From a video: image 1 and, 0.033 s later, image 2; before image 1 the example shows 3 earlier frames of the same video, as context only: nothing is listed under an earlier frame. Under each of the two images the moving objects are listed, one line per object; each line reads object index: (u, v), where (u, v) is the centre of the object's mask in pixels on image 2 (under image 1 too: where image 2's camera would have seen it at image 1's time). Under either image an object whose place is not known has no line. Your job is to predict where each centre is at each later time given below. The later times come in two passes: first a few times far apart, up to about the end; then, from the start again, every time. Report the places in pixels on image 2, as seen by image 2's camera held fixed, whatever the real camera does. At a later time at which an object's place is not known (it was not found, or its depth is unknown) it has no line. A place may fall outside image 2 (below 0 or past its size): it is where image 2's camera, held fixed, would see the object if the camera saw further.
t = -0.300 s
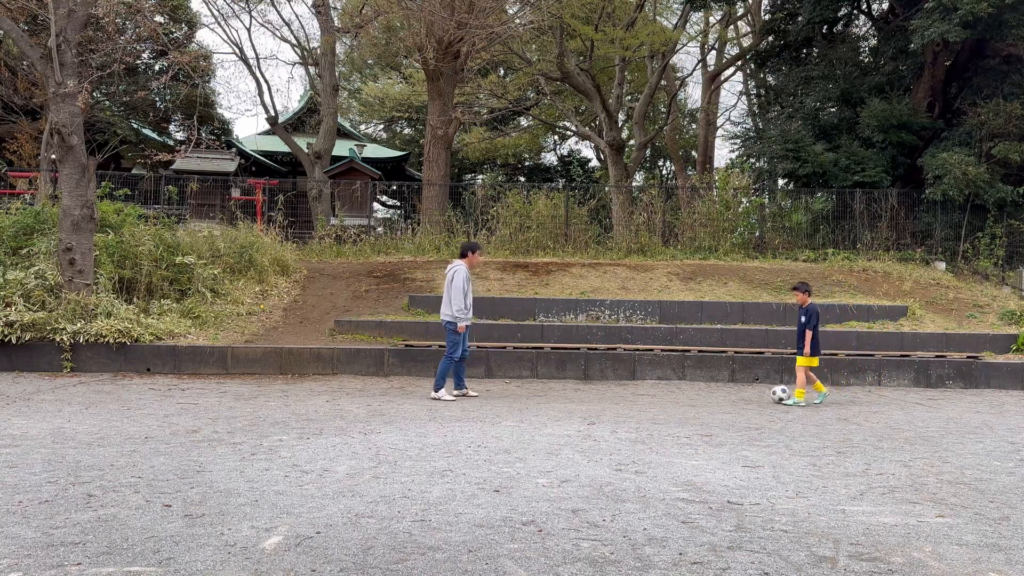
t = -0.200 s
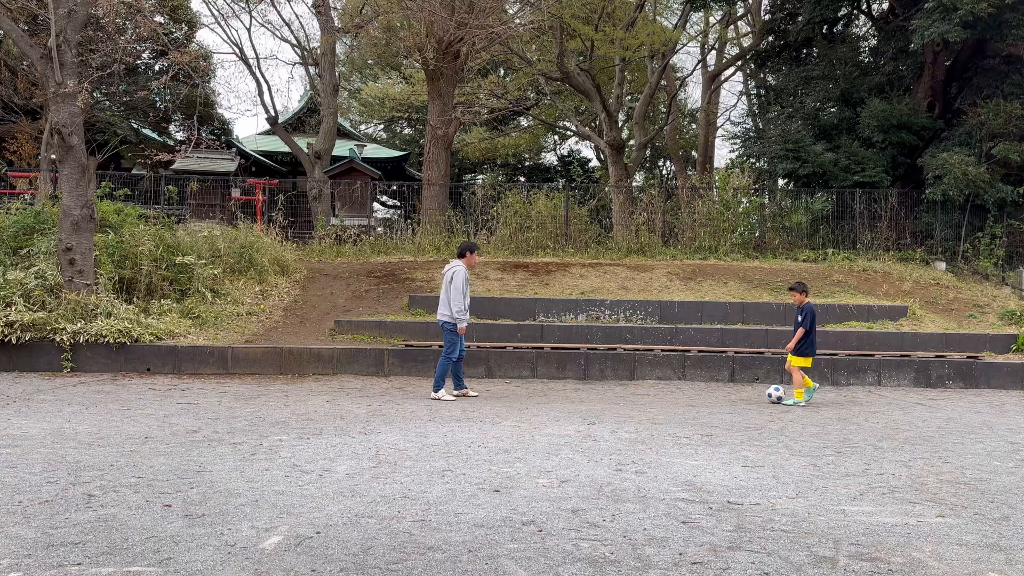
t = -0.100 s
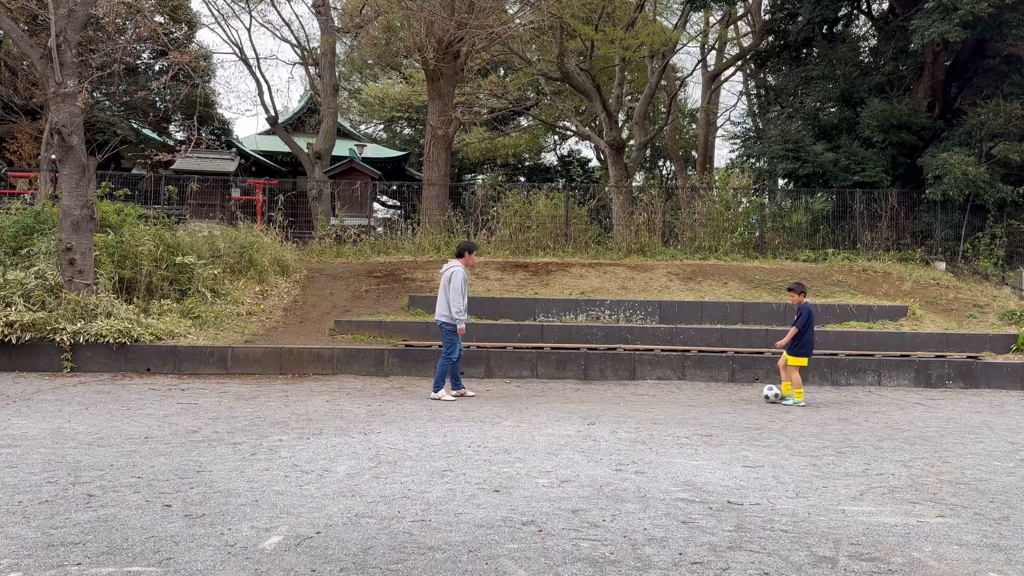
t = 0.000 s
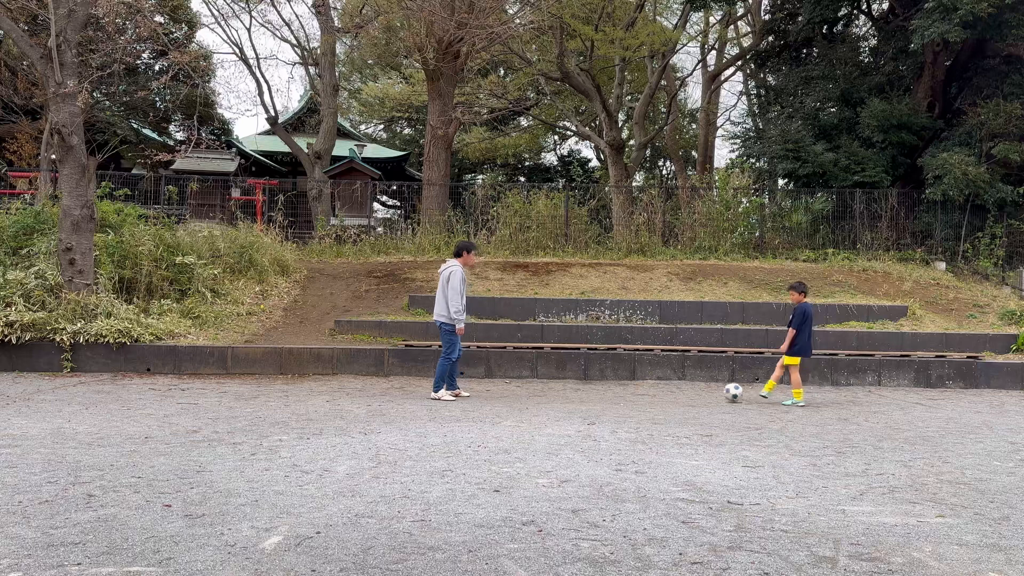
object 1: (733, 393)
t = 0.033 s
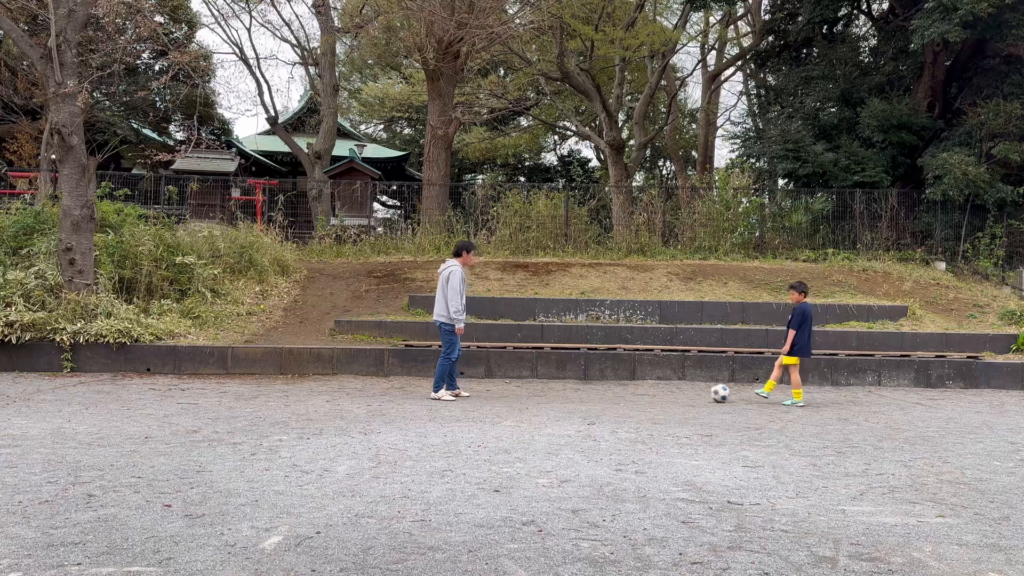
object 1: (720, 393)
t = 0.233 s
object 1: (655, 392)
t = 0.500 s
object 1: (587, 391)
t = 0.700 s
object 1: (541, 390)
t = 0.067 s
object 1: (708, 393)
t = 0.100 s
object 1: (696, 393)
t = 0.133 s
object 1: (685, 392)
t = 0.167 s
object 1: (675, 392)
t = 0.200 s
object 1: (664, 392)
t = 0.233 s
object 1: (655, 392)
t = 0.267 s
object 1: (646, 392)
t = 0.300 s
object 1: (636, 393)
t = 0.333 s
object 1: (628, 392)
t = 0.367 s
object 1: (619, 391)
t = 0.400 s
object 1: (611, 392)
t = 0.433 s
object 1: (603, 391)
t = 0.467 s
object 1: (595, 391)
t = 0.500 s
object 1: (587, 391)
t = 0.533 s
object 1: (579, 392)
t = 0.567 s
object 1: (572, 391)
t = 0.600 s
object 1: (564, 391)
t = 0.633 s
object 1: (556, 392)
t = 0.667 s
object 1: (548, 392)
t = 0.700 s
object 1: (541, 390)
